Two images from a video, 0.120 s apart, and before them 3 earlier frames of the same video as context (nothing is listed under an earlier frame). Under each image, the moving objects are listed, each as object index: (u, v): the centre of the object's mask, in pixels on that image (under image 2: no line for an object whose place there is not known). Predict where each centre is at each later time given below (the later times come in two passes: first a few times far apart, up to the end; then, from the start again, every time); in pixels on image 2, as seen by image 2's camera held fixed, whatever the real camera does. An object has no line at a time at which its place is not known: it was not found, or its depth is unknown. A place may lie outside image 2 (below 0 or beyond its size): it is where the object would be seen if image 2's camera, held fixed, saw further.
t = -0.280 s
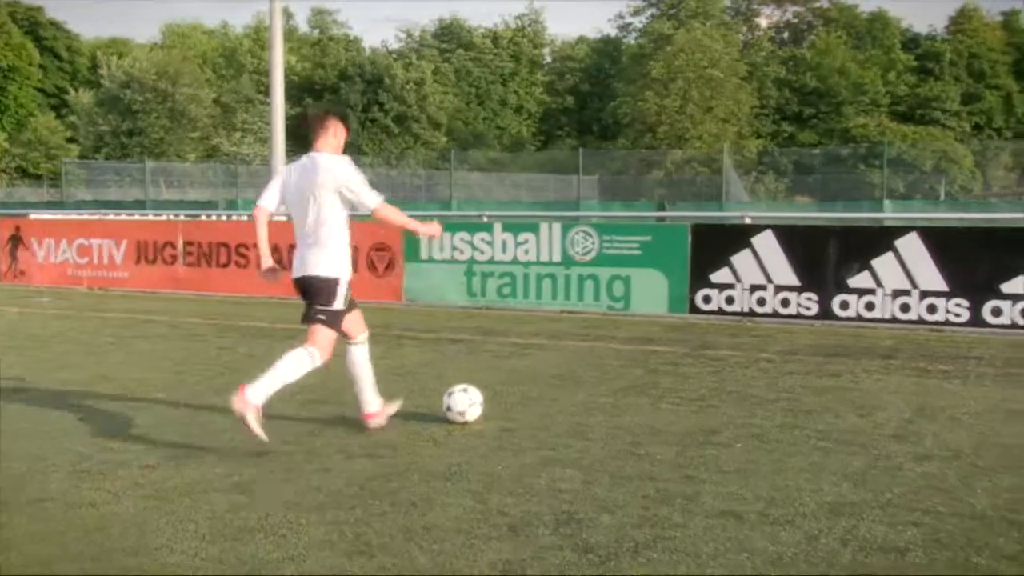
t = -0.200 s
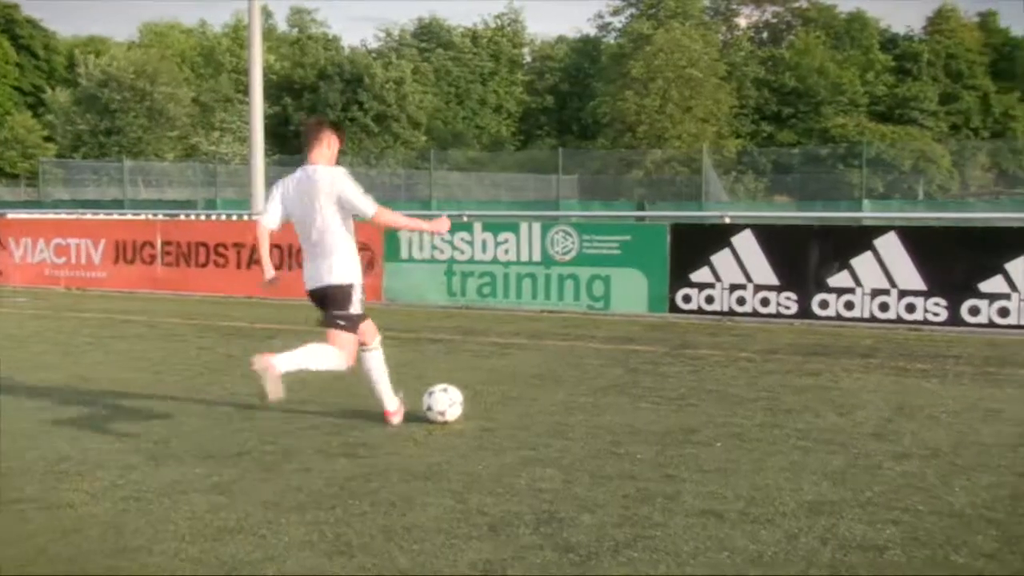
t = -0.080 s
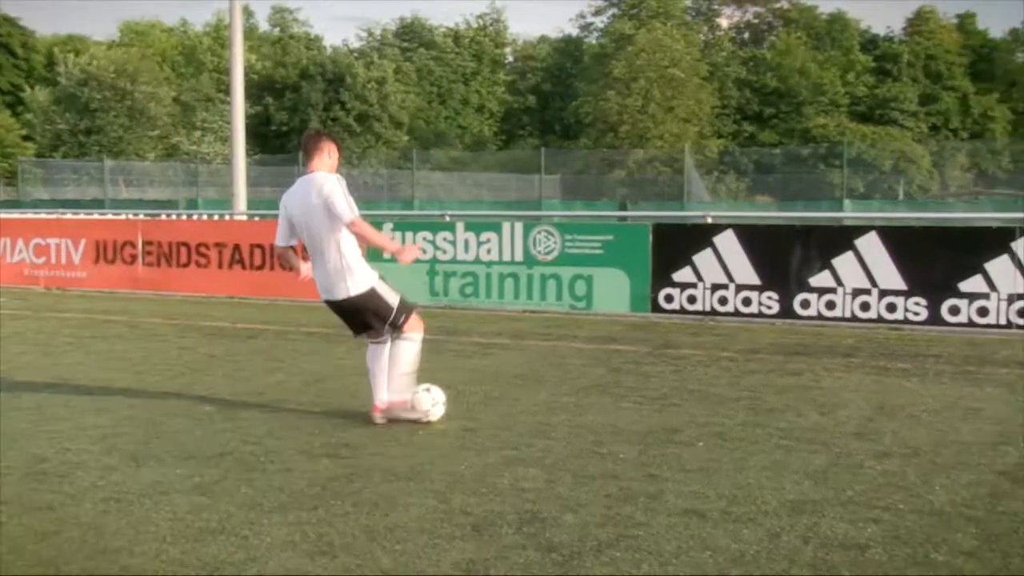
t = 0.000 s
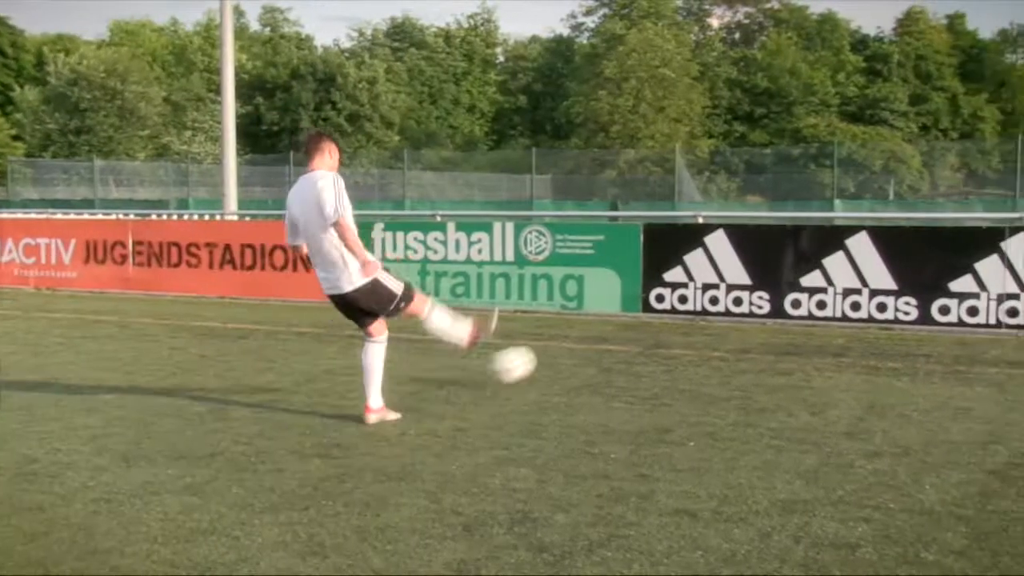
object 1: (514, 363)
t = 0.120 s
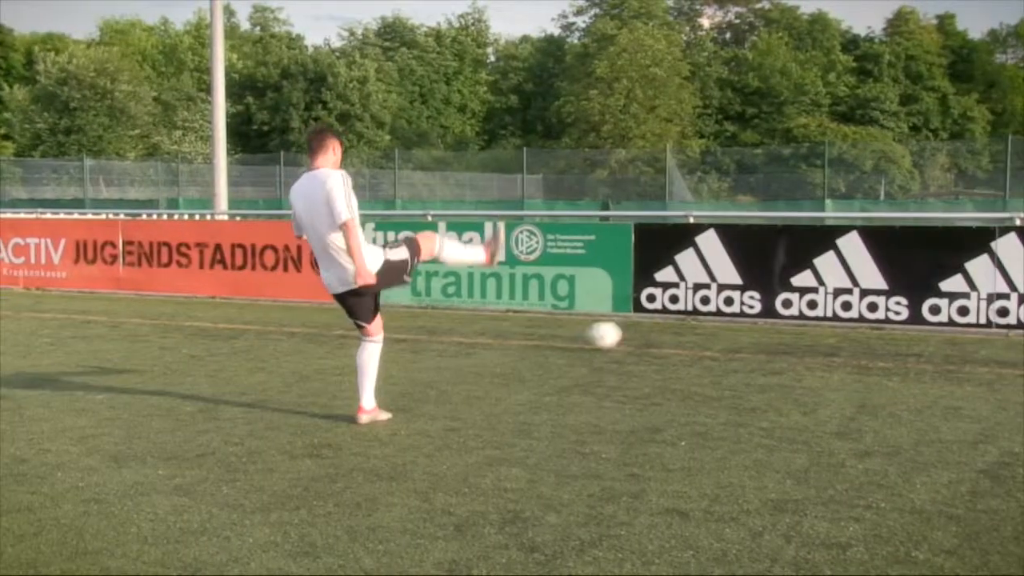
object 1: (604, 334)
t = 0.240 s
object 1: (662, 311)
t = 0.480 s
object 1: (666, 289)
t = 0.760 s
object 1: (641, 298)
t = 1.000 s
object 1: (616, 337)
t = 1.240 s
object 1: (589, 362)
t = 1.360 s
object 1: (574, 376)
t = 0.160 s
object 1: (628, 329)
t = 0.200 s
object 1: (645, 319)
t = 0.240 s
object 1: (662, 311)
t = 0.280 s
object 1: (675, 306)
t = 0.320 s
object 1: (680, 307)
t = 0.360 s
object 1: (676, 310)
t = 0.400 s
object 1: (674, 303)
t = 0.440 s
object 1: (668, 294)
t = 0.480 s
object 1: (666, 289)
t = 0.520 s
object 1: (662, 285)
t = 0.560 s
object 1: (659, 282)
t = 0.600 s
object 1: (655, 282)
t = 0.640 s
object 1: (652, 282)
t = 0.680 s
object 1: (648, 286)
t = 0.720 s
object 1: (644, 291)
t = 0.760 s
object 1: (641, 298)
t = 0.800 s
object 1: (638, 306)
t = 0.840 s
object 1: (634, 318)
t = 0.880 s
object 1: (629, 334)
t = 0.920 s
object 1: (625, 348)
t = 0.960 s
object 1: (621, 341)
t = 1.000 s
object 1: (616, 337)
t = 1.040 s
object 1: (612, 335)
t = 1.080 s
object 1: (608, 336)
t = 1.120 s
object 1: (604, 337)
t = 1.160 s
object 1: (599, 342)
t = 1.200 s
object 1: (594, 351)
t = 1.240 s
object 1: (589, 362)
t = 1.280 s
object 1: (584, 375)
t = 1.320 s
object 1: (579, 378)
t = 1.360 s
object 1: (574, 376)
